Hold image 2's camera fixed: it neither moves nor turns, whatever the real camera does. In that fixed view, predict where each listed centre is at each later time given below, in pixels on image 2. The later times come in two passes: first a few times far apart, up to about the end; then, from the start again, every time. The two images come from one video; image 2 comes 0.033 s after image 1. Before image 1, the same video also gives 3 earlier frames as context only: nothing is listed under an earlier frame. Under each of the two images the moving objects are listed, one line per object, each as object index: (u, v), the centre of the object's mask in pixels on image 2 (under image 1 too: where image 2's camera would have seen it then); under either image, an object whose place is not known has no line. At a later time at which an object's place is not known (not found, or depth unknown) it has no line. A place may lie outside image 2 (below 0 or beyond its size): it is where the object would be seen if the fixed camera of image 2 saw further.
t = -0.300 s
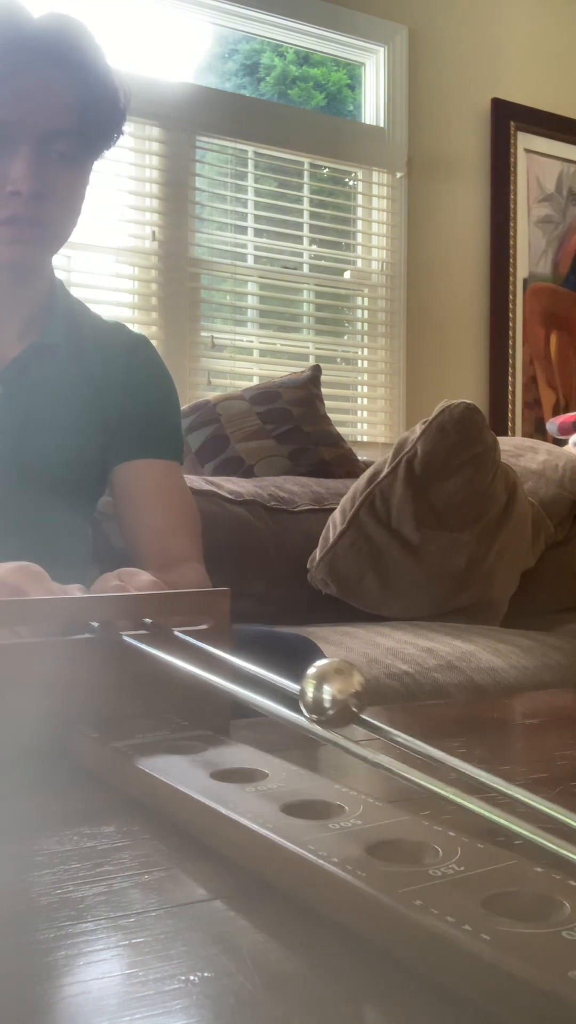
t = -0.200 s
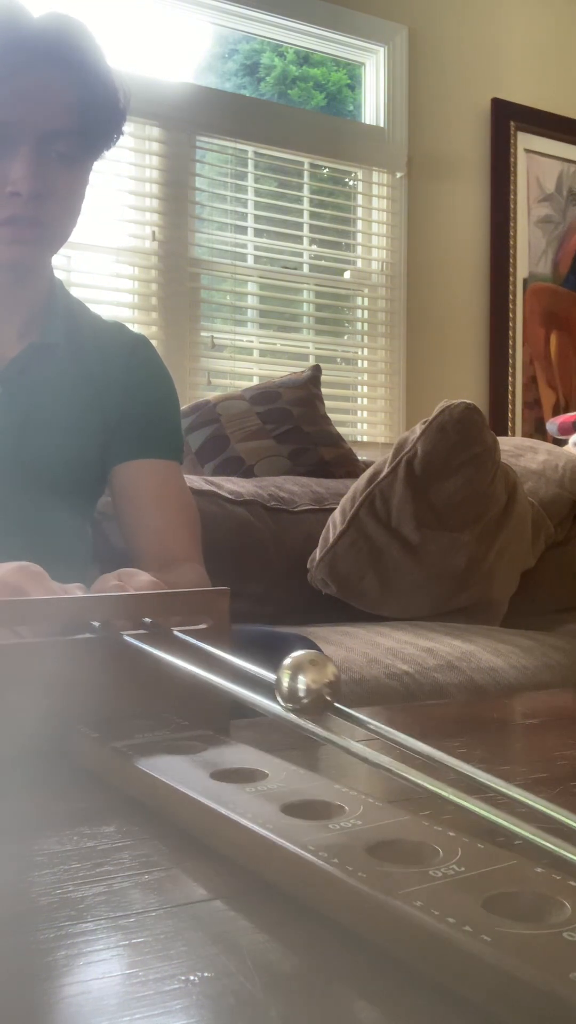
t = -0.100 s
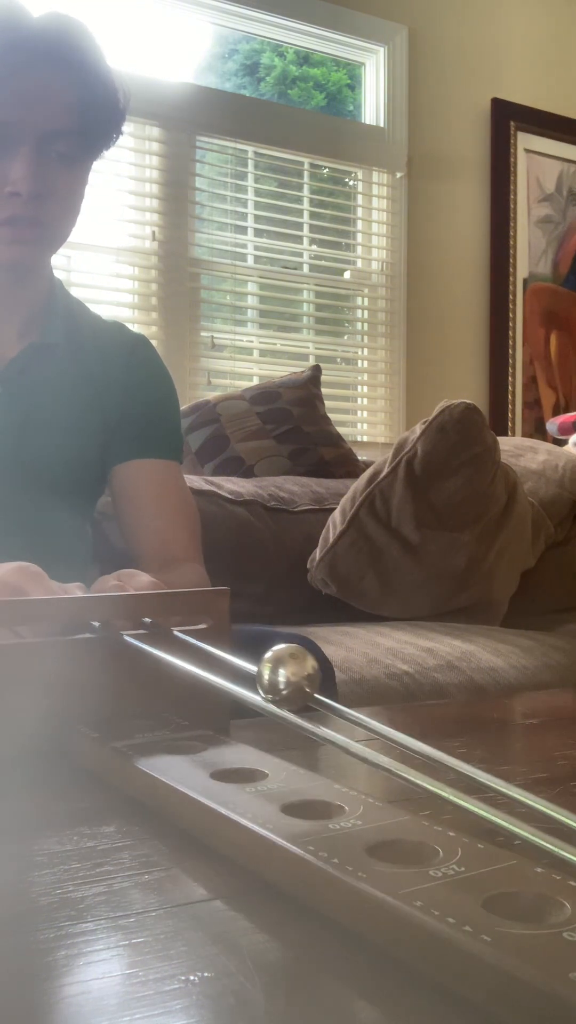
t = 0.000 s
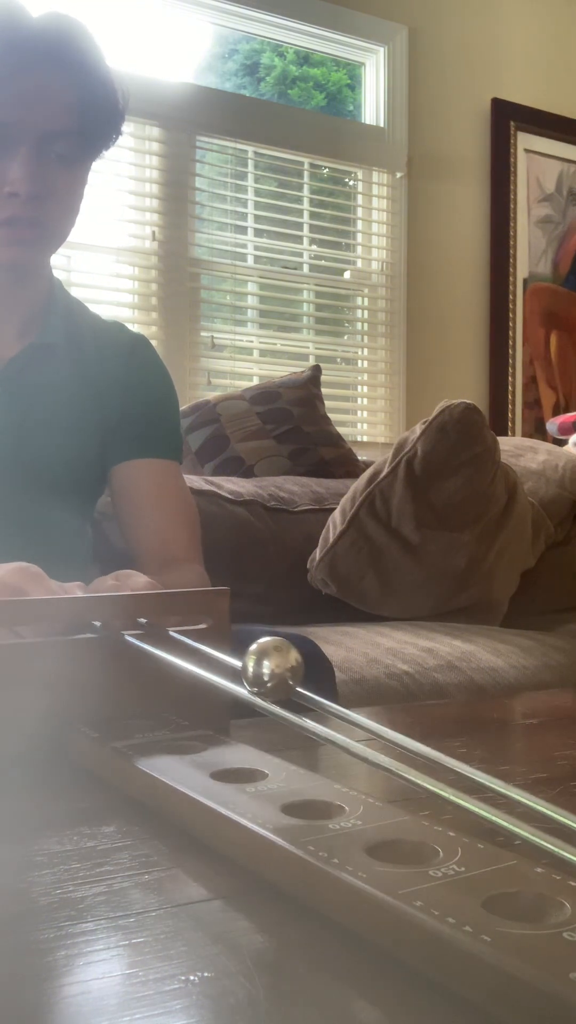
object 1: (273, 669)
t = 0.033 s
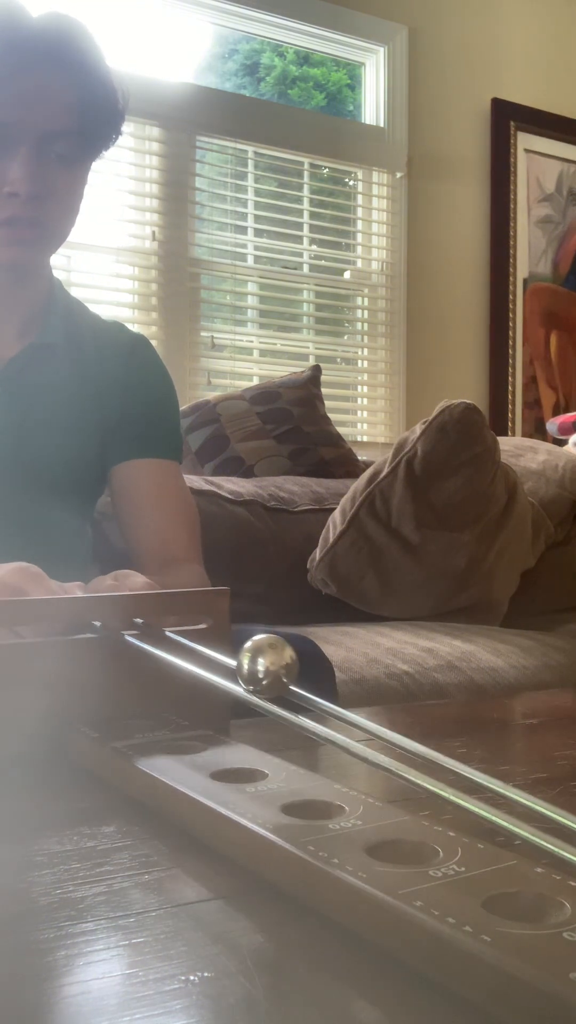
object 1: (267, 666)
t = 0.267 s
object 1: (250, 657)
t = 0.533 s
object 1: (266, 662)
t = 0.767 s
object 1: (320, 681)
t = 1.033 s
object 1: (448, 734)
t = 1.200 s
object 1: (562, 802)
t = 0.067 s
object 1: (262, 664)
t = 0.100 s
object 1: (258, 661)
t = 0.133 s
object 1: (255, 660)
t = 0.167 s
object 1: (253, 659)
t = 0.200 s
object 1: (251, 658)
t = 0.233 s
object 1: (250, 659)
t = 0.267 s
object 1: (250, 657)
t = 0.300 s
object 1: (250, 658)
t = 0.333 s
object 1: (250, 657)
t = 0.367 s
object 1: (252, 658)
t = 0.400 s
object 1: (254, 657)
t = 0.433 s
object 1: (256, 659)
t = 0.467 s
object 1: (259, 659)
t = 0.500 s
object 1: (262, 660)
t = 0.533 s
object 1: (266, 662)
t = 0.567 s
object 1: (271, 664)
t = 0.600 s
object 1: (277, 666)
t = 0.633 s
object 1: (284, 668)
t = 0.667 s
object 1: (292, 671)
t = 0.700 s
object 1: (302, 674)
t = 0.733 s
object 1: (311, 677)
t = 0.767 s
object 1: (320, 681)
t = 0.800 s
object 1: (331, 685)
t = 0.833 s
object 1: (344, 690)
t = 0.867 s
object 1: (358, 697)
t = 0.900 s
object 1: (373, 702)
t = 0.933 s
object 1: (389, 709)
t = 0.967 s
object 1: (406, 716)
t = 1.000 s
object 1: (426, 725)
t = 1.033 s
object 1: (448, 734)
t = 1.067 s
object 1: (469, 745)
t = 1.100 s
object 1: (495, 756)
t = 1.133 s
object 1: (527, 771)
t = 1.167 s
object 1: (547, 790)
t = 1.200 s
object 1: (562, 802)
